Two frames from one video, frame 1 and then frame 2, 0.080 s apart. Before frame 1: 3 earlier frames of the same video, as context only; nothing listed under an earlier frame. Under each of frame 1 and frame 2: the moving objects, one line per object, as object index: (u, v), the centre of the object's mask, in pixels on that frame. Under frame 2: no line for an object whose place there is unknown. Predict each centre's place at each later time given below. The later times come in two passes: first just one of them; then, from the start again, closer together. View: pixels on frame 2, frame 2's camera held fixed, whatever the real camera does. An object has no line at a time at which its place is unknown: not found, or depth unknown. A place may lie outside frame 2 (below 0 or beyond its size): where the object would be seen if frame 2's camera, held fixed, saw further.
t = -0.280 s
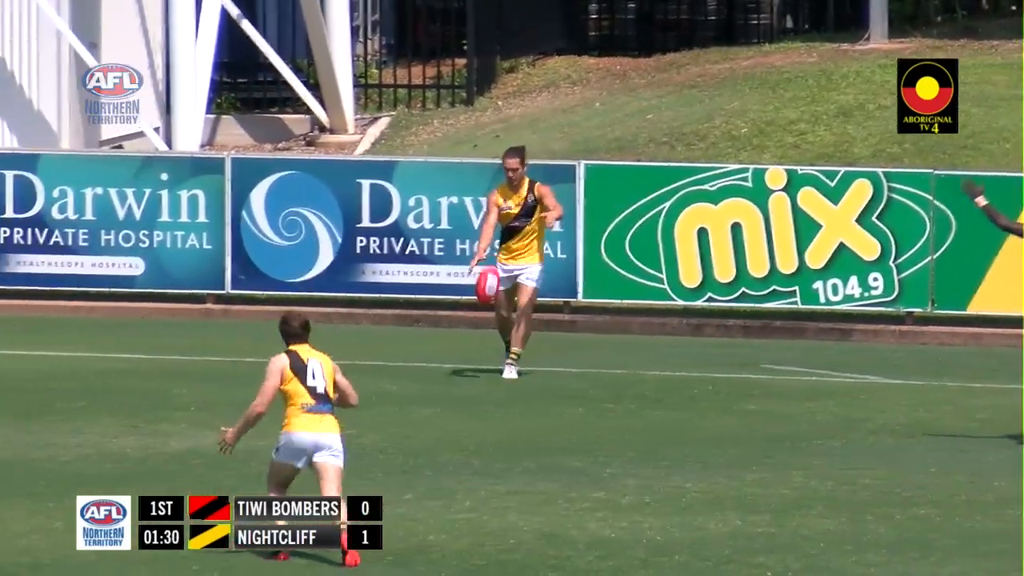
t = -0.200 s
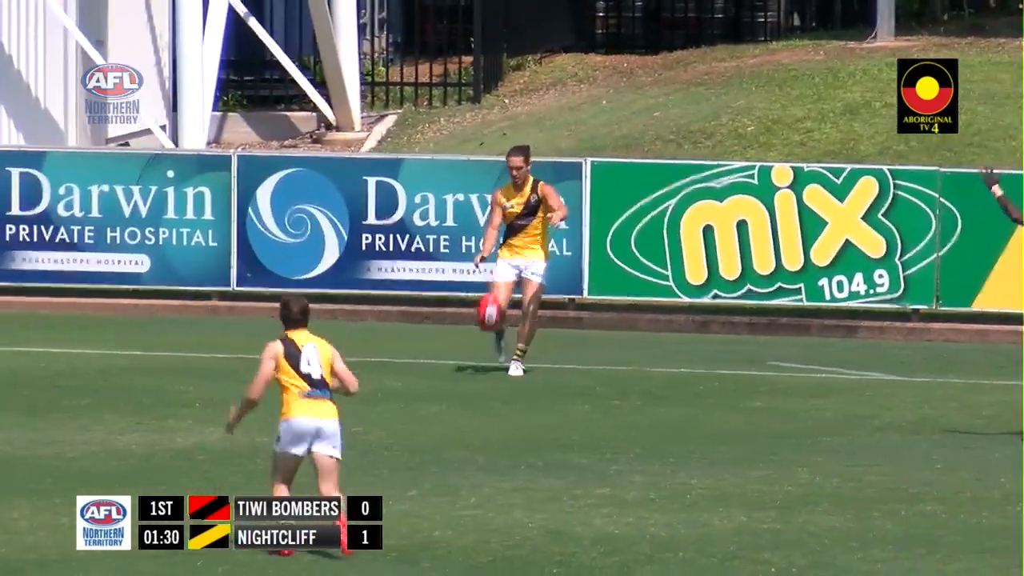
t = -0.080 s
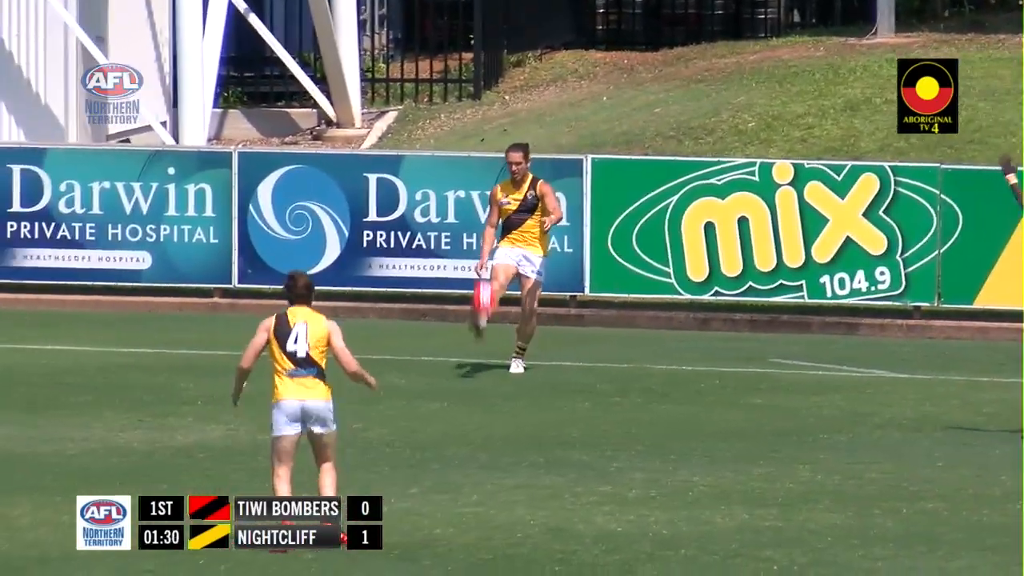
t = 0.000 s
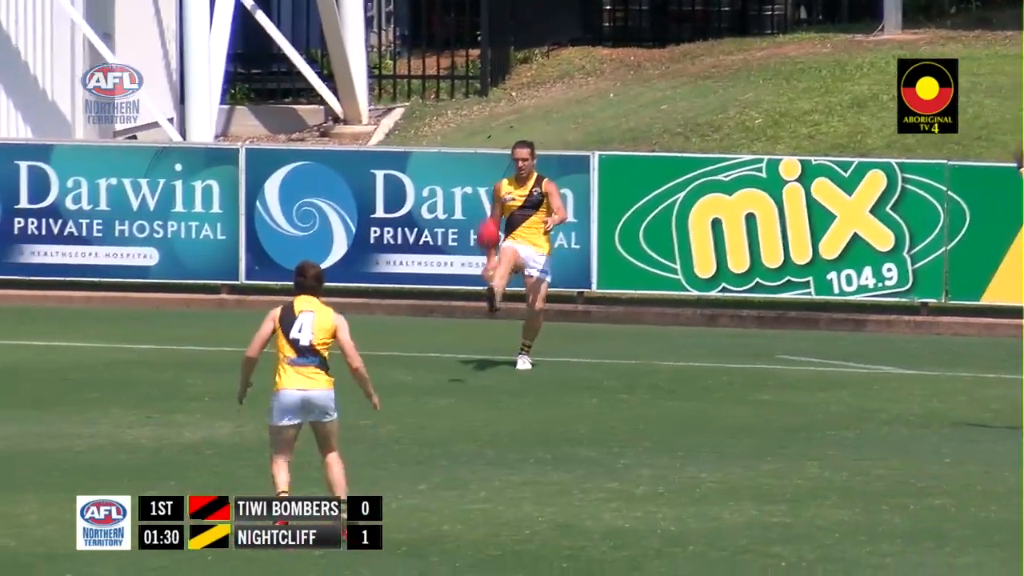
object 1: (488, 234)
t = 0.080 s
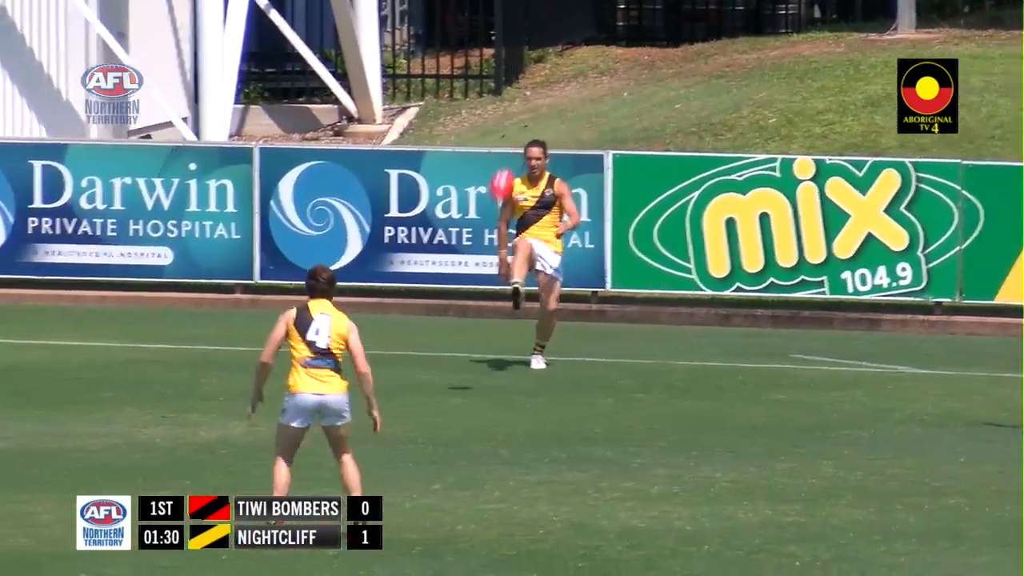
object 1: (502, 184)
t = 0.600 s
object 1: (549, 38)
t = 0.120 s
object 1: (503, 163)
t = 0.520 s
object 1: (541, 38)
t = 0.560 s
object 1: (544, 37)
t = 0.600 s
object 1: (549, 38)
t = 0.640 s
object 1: (554, 41)
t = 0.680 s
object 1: (559, 45)
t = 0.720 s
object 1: (564, 52)
